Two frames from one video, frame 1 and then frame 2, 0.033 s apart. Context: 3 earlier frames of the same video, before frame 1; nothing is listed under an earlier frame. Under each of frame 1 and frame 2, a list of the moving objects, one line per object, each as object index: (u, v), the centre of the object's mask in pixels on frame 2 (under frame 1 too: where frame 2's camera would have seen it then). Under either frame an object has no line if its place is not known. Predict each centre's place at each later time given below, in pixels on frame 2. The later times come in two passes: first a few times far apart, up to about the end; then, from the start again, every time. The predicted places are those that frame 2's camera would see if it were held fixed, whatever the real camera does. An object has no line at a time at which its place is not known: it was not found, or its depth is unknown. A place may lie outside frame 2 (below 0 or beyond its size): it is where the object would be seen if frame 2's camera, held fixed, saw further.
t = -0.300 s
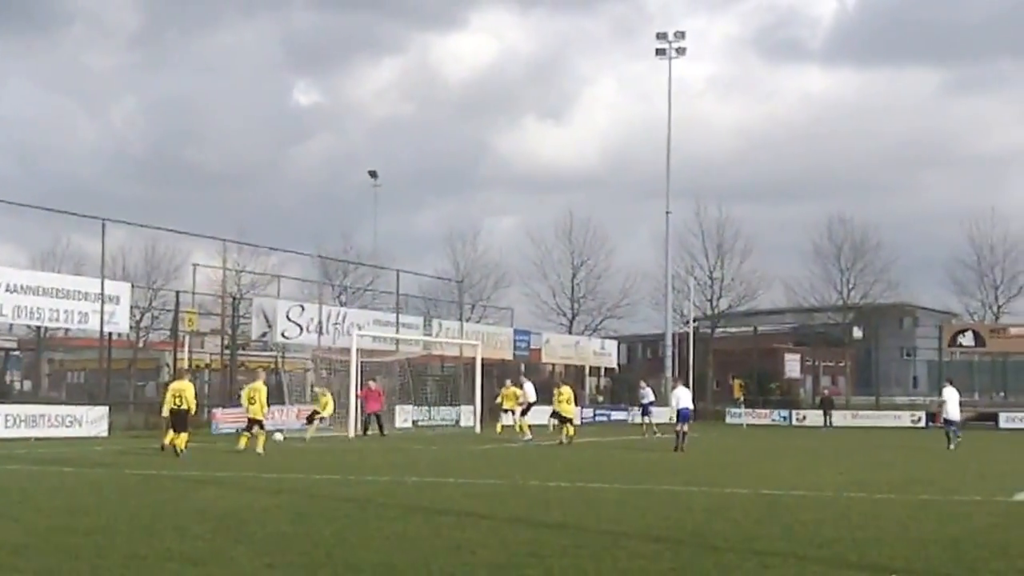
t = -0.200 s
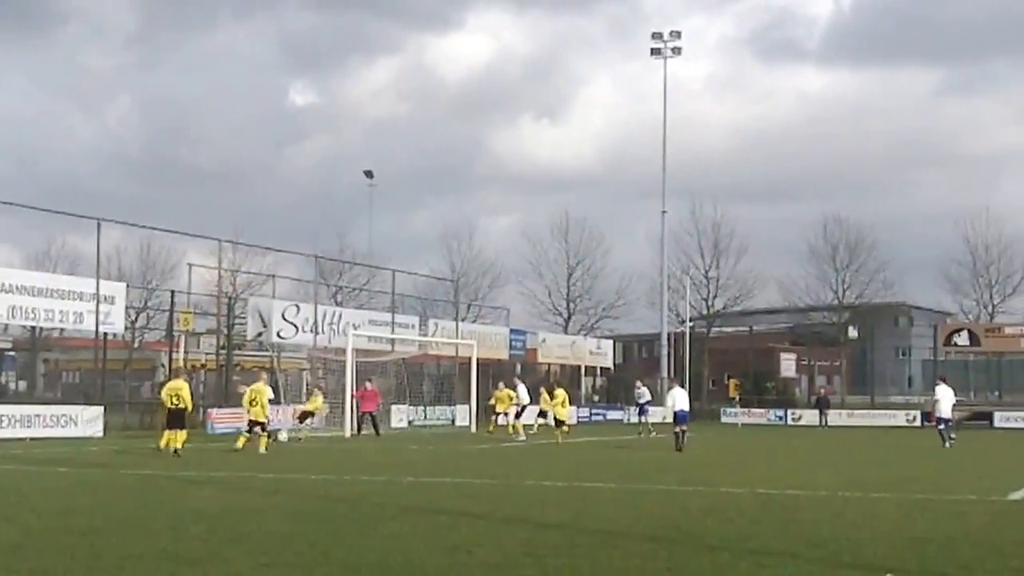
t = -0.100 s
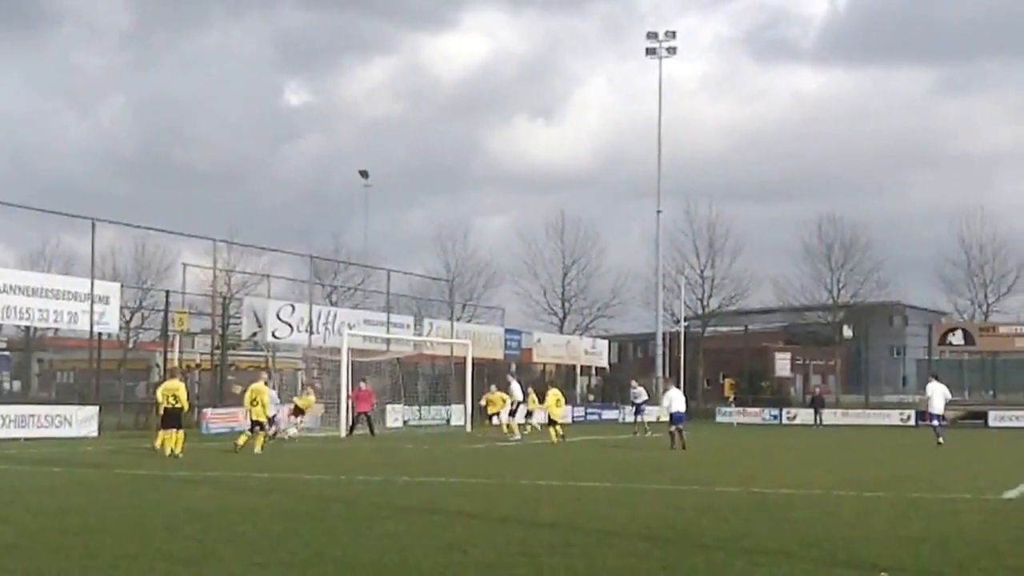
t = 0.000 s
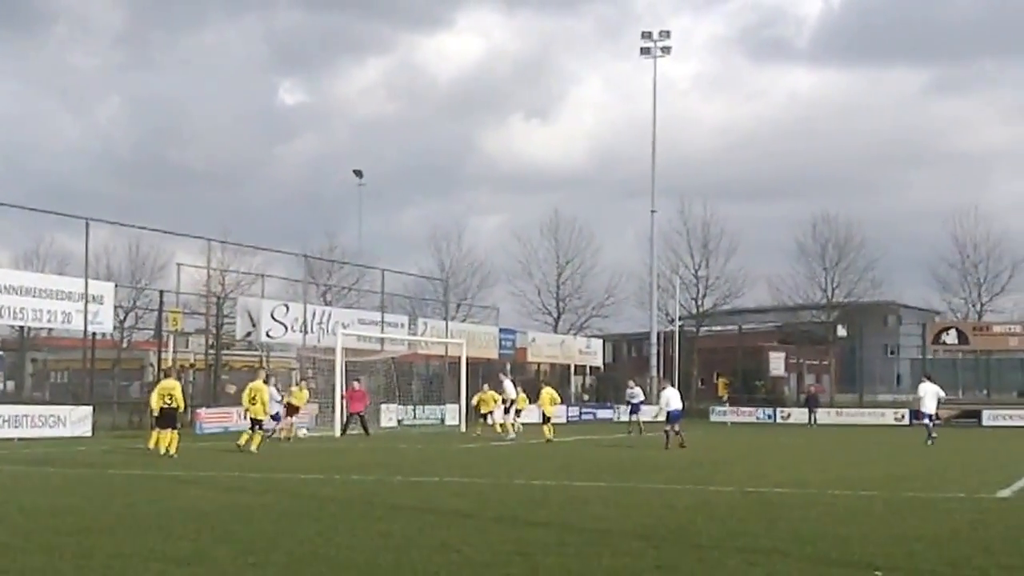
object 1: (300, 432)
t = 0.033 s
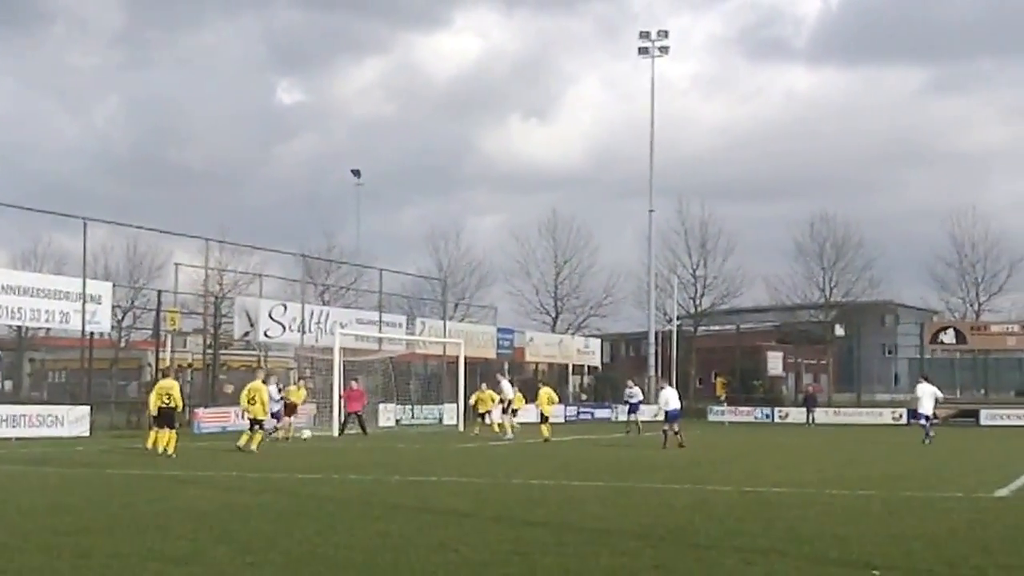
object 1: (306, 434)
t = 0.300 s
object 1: (349, 437)
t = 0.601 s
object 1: (396, 438)
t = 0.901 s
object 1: (449, 446)
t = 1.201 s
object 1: (509, 454)
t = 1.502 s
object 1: (574, 459)
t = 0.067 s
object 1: (312, 436)
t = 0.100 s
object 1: (317, 439)
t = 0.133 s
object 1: (323, 441)
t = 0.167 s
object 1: (328, 439)
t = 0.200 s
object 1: (333, 438)
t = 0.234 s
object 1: (339, 437)
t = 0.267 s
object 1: (344, 437)
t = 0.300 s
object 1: (349, 437)
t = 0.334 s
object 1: (355, 439)
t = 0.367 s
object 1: (360, 441)
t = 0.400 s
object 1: (365, 443)
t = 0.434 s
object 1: (371, 445)
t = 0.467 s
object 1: (376, 443)
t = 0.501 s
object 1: (381, 440)
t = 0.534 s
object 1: (387, 439)
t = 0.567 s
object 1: (391, 438)
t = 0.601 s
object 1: (396, 438)
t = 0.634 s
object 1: (402, 438)
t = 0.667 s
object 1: (407, 440)
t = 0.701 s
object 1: (413, 443)
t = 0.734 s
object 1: (420, 445)
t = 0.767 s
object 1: (426, 449)
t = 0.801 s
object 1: (431, 448)
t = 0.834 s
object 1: (437, 446)
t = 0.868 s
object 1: (444, 446)
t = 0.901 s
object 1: (449, 446)
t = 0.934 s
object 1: (456, 448)
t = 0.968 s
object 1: (461, 449)
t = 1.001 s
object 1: (468, 452)
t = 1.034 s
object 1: (473, 452)
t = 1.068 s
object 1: (481, 450)
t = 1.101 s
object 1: (488, 450)
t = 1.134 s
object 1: (494, 451)
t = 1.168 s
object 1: (501, 451)
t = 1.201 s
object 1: (509, 454)
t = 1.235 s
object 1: (515, 455)
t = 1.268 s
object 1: (522, 455)
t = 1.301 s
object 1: (530, 456)
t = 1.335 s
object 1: (537, 457)
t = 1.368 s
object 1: (545, 457)
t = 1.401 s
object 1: (553, 457)
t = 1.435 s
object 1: (560, 459)
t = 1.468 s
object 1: (566, 458)
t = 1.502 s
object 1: (574, 459)
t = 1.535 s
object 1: (582, 459)
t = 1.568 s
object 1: (590, 459)
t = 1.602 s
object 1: (597, 459)
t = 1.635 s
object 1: (605, 461)
